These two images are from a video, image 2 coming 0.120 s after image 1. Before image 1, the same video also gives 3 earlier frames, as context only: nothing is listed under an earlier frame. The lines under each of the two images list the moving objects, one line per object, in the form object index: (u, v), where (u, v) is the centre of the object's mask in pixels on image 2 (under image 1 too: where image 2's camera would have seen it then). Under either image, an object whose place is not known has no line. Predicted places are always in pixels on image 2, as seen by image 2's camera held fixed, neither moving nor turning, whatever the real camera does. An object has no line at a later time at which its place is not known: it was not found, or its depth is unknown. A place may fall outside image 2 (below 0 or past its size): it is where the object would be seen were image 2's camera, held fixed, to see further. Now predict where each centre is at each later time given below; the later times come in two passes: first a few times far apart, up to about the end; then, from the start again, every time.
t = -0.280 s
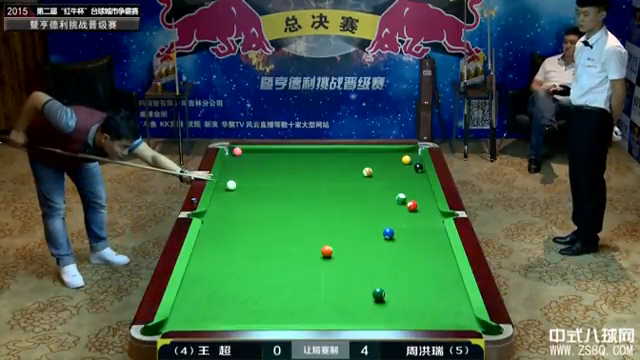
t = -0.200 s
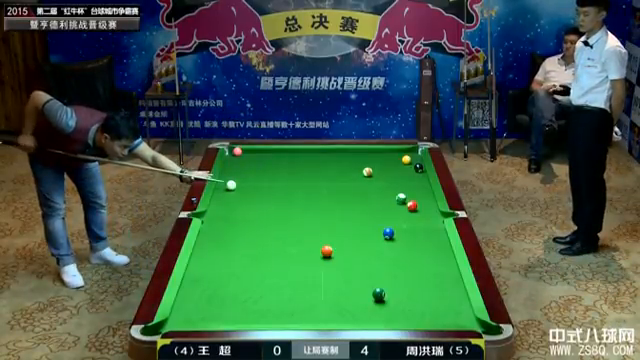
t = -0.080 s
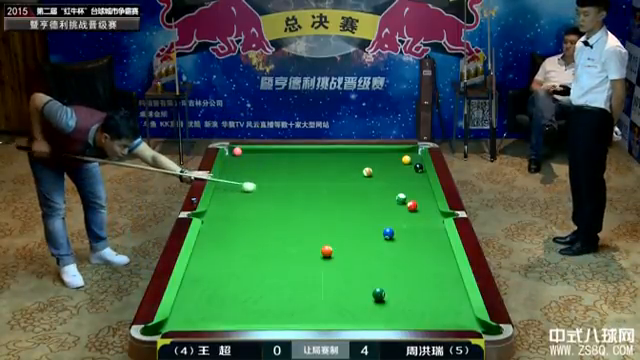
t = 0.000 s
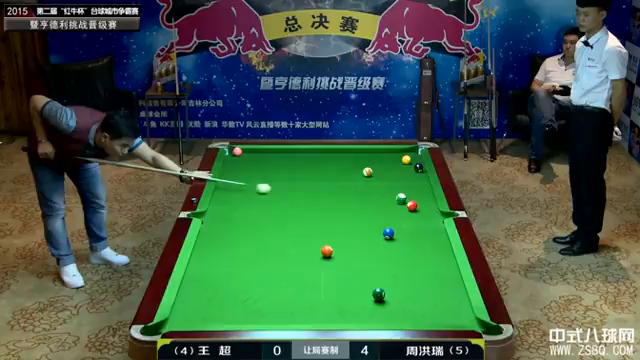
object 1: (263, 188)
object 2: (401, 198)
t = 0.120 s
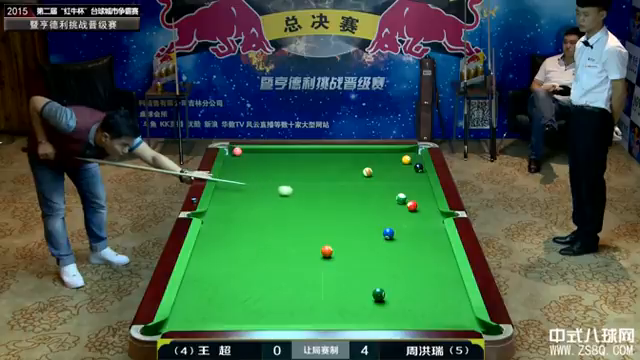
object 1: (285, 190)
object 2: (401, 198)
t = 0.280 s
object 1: (314, 193)
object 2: (401, 198)
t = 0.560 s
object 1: (365, 199)
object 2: (401, 198)
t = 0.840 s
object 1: (410, 202)
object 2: (400, 198)
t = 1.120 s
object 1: (426, 199)
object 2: (401, 198)
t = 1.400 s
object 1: (410, 197)
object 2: (400, 198)
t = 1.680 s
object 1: (402, 194)
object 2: (392, 199)
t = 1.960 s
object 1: (395, 192)
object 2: (386, 200)
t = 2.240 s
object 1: (389, 189)
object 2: (381, 200)
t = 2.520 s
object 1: (384, 187)
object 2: (377, 200)
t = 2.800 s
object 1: (380, 186)
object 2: (374, 201)
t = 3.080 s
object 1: (377, 184)
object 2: (372, 201)
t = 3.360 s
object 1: (374, 183)
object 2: (371, 201)
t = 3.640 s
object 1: (372, 182)
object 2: (371, 201)
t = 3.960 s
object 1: (372, 182)
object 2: (371, 201)
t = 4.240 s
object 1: (371, 182)
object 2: (371, 201)
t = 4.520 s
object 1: (371, 182)
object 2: (371, 201)
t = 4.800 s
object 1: (371, 182)
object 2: (371, 201)
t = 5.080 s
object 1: (371, 181)
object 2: (371, 201)
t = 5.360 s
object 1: (371, 182)
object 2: (371, 201)
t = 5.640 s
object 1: (371, 181)
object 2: (371, 201)
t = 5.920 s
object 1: (371, 181)
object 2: (371, 201)
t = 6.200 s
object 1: (371, 181)
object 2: (371, 201)
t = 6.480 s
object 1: (371, 181)
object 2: (371, 201)
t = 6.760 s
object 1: (371, 181)
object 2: (371, 201)
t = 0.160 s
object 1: (292, 191)
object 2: (401, 198)
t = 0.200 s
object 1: (299, 192)
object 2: (401, 198)
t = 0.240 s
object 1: (306, 193)
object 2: (401, 198)
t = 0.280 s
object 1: (314, 193)
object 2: (401, 198)
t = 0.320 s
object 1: (321, 194)
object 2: (401, 198)
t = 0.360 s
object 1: (328, 195)
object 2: (401, 198)
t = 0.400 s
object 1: (336, 196)
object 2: (401, 198)
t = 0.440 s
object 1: (343, 196)
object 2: (401, 198)
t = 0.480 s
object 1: (351, 197)
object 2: (401, 198)
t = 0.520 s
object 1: (358, 198)
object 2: (401, 198)
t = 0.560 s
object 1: (365, 199)
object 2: (401, 198)
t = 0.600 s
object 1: (373, 199)
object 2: (401, 198)
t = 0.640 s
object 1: (380, 200)
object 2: (401, 198)
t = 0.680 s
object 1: (387, 201)
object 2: (401, 198)
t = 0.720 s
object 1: (394, 202)
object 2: (402, 198)
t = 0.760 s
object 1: (402, 203)
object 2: (401, 195)
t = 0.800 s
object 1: (406, 202)
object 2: (400, 197)
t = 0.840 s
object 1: (410, 202)
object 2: (400, 198)
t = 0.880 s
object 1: (413, 201)
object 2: (401, 198)
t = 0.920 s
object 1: (417, 201)
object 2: (401, 198)
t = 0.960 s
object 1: (421, 200)
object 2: (401, 198)
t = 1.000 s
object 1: (425, 200)
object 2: (401, 198)
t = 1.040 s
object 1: (428, 199)
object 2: (401, 198)
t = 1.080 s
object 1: (429, 199)
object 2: (401, 198)
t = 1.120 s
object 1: (426, 199)
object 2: (401, 198)
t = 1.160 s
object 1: (424, 199)
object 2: (401, 198)
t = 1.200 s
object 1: (421, 198)
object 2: (401, 198)
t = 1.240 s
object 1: (419, 198)
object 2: (401, 198)
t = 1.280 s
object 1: (416, 198)
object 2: (401, 198)
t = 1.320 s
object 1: (414, 198)
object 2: (401, 198)
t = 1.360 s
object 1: (412, 197)
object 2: (401, 198)
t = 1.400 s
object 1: (410, 197)
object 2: (400, 198)
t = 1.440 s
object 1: (409, 196)
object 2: (398, 198)
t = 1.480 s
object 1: (408, 196)
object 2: (398, 198)
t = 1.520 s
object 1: (406, 196)
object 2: (396, 198)
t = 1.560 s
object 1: (405, 195)
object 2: (395, 198)
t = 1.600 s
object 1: (404, 195)
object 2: (394, 198)
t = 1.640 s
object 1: (403, 194)
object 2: (393, 199)
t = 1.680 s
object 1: (402, 194)
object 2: (392, 199)
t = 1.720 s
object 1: (401, 194)
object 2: (391, 199)
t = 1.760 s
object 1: (400, 193)
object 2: (390, 199)
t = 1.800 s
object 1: (399, 193)
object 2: (390, 199)
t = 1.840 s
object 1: (398, 193)
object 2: (389, 199)
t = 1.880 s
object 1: (397, 192)
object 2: (388, 199)
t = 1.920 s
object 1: (396, 192)
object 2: (387, 200)
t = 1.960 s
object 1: (395, 192)
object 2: (386, 200)
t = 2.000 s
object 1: (394, 191)
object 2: (385, 200)
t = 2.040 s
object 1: (393, 191)
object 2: (385, 200)
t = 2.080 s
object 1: (393, 190)
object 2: (384, 200)
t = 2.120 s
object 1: (392, 190)
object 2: (383, 200)
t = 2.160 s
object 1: (391, 190)
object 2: (382, 200)
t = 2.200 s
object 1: (390, 190)
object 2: (382, 200)
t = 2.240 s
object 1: (389, 189)
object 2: (381, 200)
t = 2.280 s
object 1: (389, 189)
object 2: (380, 200)
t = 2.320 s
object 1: (388, 189)
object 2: (380, 200)
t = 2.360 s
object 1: (387, 188)
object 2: (379, 200)
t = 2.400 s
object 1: (386, 188)
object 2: (378, 200)
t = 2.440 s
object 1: (386, 188)
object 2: (378, 200)
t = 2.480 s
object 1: (385, 188)
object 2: (377, 200)
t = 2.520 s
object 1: (384, 187)
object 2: (377, 200)
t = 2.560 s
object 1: (384, 187)
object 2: (376, 201)
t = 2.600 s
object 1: (383, 187)
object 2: (376, 200)
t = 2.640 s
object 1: (382, 187)
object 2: (375, 201)
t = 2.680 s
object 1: (382, 186)
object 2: (375, 201)
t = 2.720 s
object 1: (381, 186)
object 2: (375, 201)
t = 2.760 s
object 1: (381, 186)
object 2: (374, 201)
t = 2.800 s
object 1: (380, 186)
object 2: (374, 201)
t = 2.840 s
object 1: (380, 186)
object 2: (373, 201)
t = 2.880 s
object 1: (379, 185)
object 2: (373, 201)
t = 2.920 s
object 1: (379, 185)
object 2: (373, 201)
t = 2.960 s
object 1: (378, 185)
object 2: (372, 201)
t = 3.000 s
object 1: (378, 185)
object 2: (372, 201)
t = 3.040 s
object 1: (377, 184)
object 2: (372, 201)
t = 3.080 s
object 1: (377, 184)
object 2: (372, 201)
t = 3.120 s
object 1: (376, 184)
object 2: (372, 201)
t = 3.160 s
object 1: (376, 184)
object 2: (371, 201)
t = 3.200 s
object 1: (376, 184)
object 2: (371, 201)
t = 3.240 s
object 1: (375, 184)
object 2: (371, 201)
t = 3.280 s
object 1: (375, 184)
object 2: (371, 201)
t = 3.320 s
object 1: (375, 184)
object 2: (371, 201)
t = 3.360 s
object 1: (374, 183)
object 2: (371, 201)
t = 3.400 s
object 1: (374, 183)
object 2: (371, 202)
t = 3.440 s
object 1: (374, 183)
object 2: (371, 201)
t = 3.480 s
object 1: (373, 183)
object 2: (371, 201)
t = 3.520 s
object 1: (373, 183)
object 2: (371, 201)
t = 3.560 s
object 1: (373, 183)
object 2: (371, 202)
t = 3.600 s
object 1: (373, 183)
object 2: (371, 201)
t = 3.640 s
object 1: (372, 182)
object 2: (371, 201)
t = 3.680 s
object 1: (372, 182)
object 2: (371, 201)
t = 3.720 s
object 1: (372, 182)
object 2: (371, 201)
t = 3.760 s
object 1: (372, 182)
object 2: (371, 201)
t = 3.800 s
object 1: (372, 182)
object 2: (371, 201)
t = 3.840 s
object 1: (372, 182)
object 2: (371, 201)
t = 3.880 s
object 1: (371, 182)
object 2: (371, 201)
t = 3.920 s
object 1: (371, 182)
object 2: (371, 201)
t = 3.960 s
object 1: (372, 182)
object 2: (371, 201)
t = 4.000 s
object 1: (371, 182)
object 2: (371, 201)
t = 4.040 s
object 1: (371, 182)
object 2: (371, 201)
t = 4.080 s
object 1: (371, 182)
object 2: (371, 201)
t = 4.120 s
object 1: (371, 182)
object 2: (371, 201)
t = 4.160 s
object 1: (371, 182)
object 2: (371, 201)
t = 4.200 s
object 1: (371, 182)
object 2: (371, 201)
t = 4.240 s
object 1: (371, 182)
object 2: (371, 201)
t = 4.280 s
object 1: (371, 182)
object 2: (371, 201)
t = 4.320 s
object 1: (371, 182)
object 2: (371, 201)
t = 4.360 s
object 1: (371, 182)
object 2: (371, 201)
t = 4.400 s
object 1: (371, 182)
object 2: (371, 201)
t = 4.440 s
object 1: (371, 182)
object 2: (371, 201)
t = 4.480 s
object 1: (371, 182)
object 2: (371, 201)
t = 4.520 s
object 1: (371, 182)
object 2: (371, 201)
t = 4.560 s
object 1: (371, 182)
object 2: (371, 201)
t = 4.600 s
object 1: (371, 182)
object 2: (371, 201)
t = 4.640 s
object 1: (371, 182)
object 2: (371, 201)
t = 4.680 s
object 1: (371, 182)
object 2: (371, 201)
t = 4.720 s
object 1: (371, 181)
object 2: (371, 201)
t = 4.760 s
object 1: (371, 181)
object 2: (371, 201)
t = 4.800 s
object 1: (371, 182)
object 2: (371, 201)
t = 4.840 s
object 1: (371, 182)
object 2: (371, 201)
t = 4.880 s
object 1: (371, 182)
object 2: (371, 201)
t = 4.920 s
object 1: (371, 181)
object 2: (371, 201)
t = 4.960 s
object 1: (371, 182)
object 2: (371, 201)
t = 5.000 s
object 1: (371, 181)
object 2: (371, 201)
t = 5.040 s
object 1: (371, 181)
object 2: (371, 201)
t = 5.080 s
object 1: (371, 181)
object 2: (371, 201)
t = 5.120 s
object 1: (371, 181)
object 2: (371, 201)
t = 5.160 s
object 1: (371, 181)
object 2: (371, 201)
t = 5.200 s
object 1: (371, 182)
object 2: (371, 201)
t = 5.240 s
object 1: (371, 182)
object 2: (371, 201)
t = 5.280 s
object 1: (371, 182)
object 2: (371, 201)
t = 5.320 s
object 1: (371, 182)
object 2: (371, 201)
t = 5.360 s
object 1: (371, 182)
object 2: (371, 201)
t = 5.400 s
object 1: (371, 181)
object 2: (371, 201)
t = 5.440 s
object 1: (371, 181)
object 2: (371, 201)
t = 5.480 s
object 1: (371, 181)
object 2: (371, 201)
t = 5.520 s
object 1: (371, 181)
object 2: (371, 201)
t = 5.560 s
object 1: (371, 182)
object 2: (371, 201)
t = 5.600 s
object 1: (371, 181)
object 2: (371, 201)
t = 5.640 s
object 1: (371, 181)
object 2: (371, 201)
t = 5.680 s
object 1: (371, 181)
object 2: (371, 201)
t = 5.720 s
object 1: (371, 181)
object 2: (371, 201)
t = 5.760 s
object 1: (371, 181)
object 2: (371, 201)
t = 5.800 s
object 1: (371, 181)
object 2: (371, 201)
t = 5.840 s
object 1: (371, 181)
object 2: (371, 201)
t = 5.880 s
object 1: (371, 181)
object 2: (371, 201)
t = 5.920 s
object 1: (371, 181)
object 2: (371, 201)
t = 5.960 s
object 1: (371, 181)
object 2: (371, 201)
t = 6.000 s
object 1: (371, 181)
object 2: (371, 201)
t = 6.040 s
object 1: (371, 181)
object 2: (371, 201)
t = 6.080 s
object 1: (371, 181)
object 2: (371, 201)
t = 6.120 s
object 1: (371, 181)
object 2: (371, 201)
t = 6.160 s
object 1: (371, 181)
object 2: (371, 201)
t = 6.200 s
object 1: (371, 181)
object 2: (371, 201)
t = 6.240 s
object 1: (371, 181)
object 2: (371, 201)
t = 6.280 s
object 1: (371, 181)
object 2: (371, 201)
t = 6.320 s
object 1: (371, 181)
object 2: (371, 201)
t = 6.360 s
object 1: (371, 181)
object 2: (371, 201)
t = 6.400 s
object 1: (371, 181)
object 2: (371, 201)
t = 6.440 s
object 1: (371, 181)
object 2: (371, 201)
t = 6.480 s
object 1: (371, 181)
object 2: (371, 201)
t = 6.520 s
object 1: (371, 181)
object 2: (371, 201)
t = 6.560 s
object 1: (371, 181)
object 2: (371, 201)
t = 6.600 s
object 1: (371, 181)
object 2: (371, 201)
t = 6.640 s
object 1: (371, 181)
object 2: (371, 201)
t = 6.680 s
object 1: (371, 181)
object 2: (371, 201)
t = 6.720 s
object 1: (371, 181)
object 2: (371, 201)
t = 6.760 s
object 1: (371, 181)
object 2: (371, 201)
